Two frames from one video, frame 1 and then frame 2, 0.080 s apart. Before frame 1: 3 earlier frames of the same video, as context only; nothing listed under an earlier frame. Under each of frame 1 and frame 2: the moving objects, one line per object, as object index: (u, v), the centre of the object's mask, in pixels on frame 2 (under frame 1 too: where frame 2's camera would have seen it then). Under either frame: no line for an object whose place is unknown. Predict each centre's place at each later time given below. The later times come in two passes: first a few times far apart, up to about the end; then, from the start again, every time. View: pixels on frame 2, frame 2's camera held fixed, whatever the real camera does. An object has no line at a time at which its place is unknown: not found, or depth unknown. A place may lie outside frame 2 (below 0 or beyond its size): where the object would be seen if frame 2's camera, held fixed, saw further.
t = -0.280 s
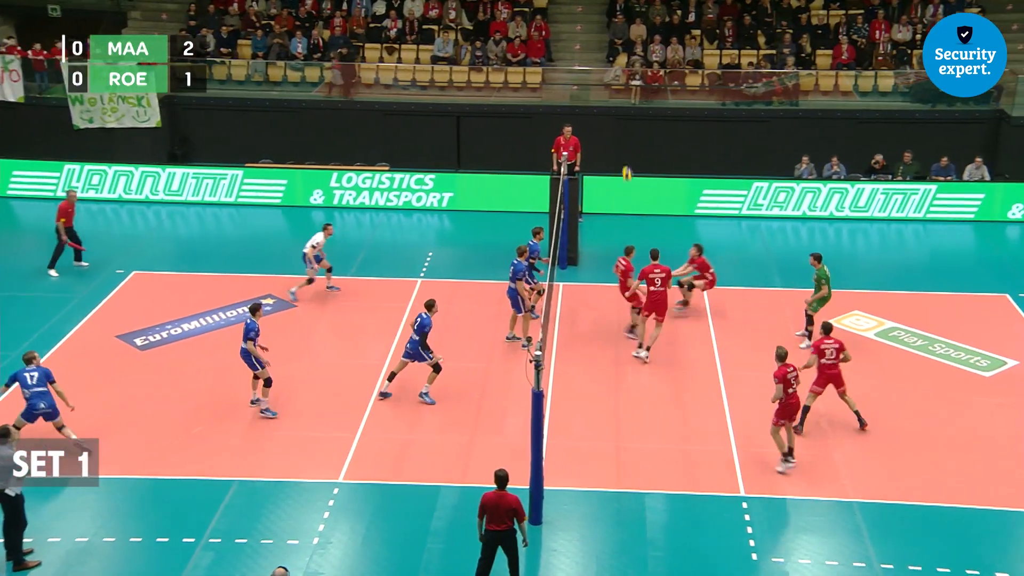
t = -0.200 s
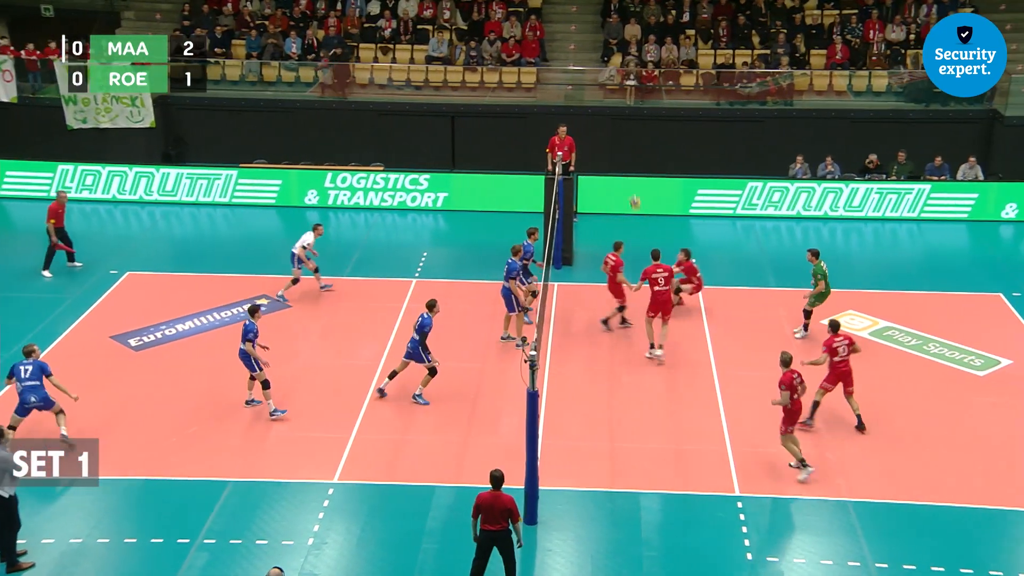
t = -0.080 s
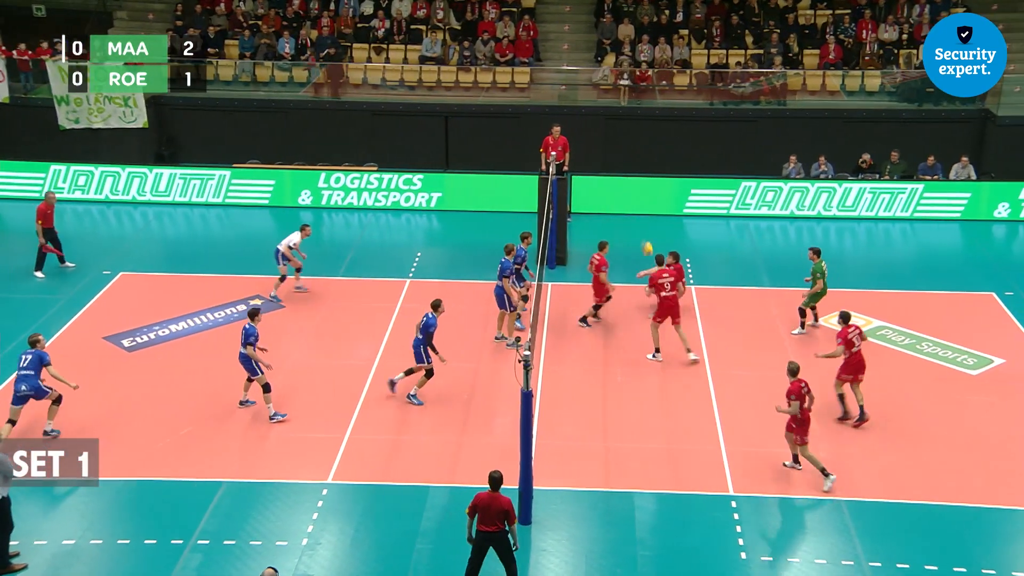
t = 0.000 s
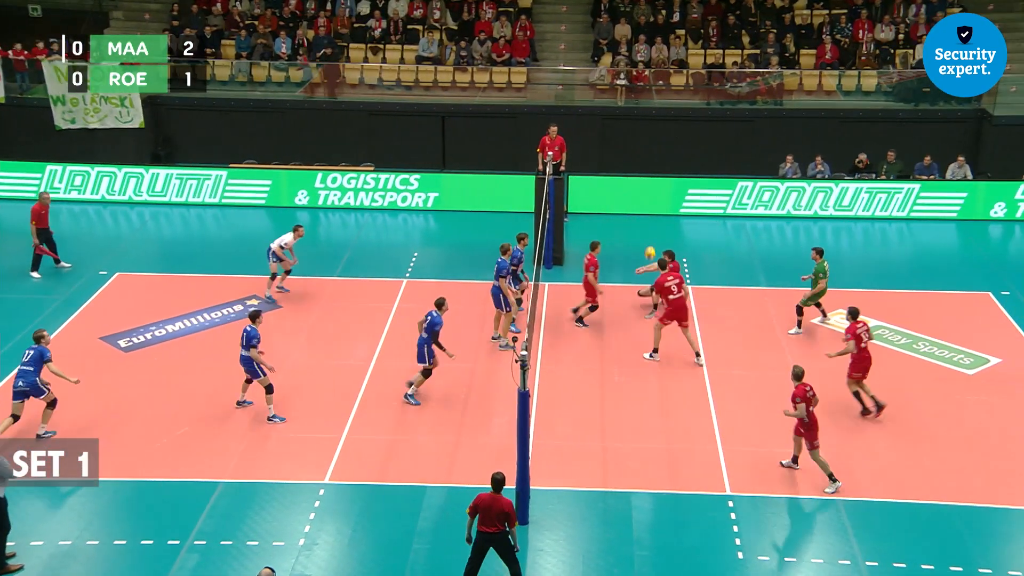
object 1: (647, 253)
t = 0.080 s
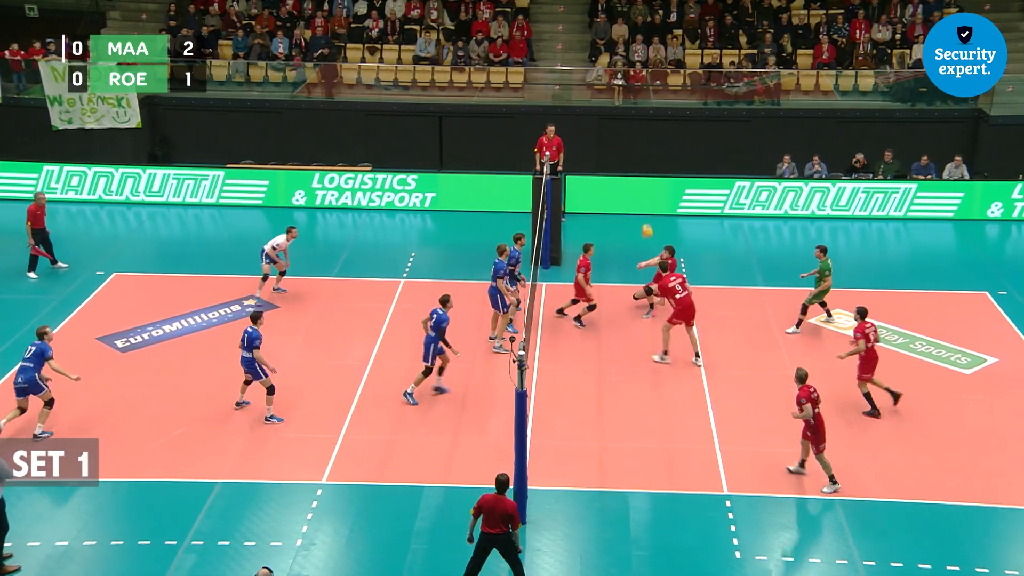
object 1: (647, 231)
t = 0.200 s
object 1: (646, 203)
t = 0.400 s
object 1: (643, 172)
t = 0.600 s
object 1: (640, 162)
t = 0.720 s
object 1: (638, 165)
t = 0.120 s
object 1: (646, 221)
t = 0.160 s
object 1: (646, 212)
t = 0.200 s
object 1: (646, 203)
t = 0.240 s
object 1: (645, 195)
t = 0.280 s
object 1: (645, 188)
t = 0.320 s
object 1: (644, 183)
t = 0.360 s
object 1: (644, 177)
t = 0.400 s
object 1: (643, 172)
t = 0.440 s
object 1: (643, 169)
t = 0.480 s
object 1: (642, 166)
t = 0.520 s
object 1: (641, 164)
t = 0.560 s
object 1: (641, 162)
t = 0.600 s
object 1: (640, 162)
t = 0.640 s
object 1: (639, 162)
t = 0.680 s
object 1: (638, 163)
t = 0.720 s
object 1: (638, 165)
